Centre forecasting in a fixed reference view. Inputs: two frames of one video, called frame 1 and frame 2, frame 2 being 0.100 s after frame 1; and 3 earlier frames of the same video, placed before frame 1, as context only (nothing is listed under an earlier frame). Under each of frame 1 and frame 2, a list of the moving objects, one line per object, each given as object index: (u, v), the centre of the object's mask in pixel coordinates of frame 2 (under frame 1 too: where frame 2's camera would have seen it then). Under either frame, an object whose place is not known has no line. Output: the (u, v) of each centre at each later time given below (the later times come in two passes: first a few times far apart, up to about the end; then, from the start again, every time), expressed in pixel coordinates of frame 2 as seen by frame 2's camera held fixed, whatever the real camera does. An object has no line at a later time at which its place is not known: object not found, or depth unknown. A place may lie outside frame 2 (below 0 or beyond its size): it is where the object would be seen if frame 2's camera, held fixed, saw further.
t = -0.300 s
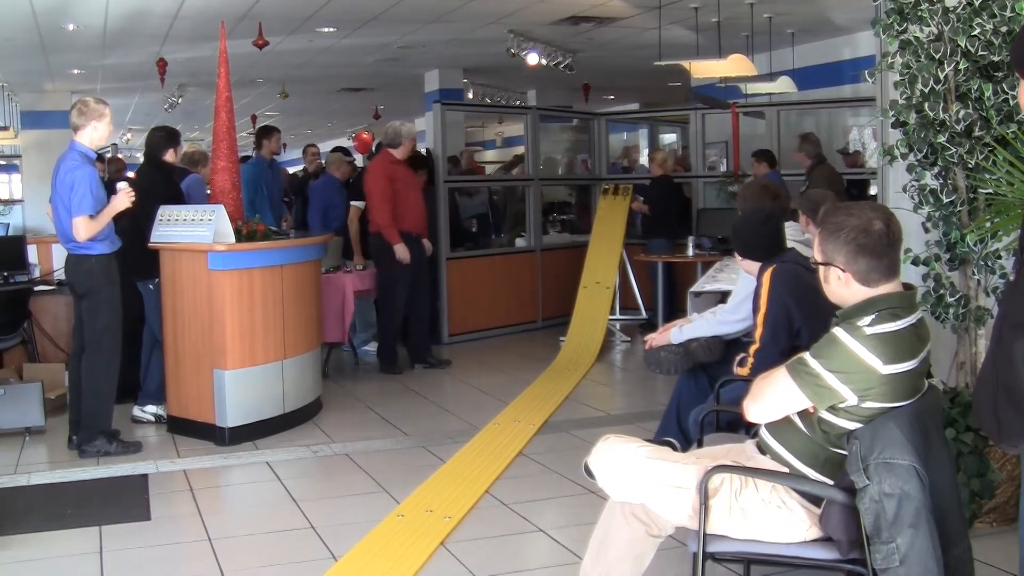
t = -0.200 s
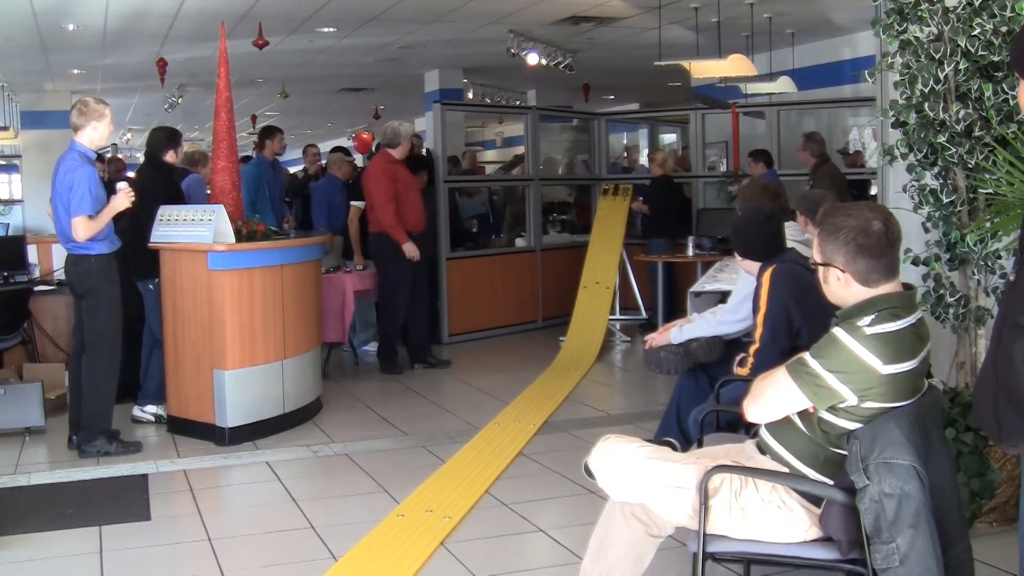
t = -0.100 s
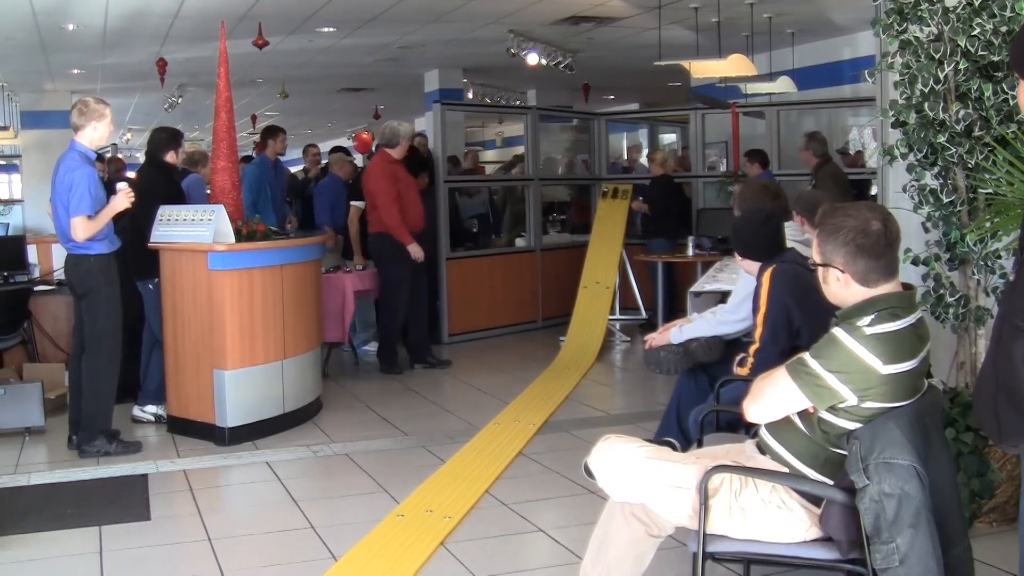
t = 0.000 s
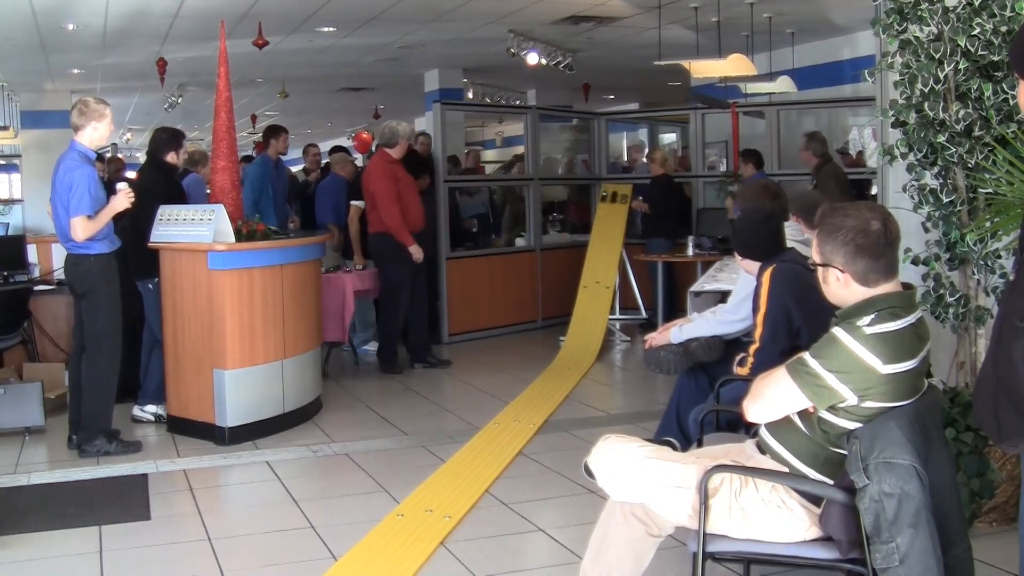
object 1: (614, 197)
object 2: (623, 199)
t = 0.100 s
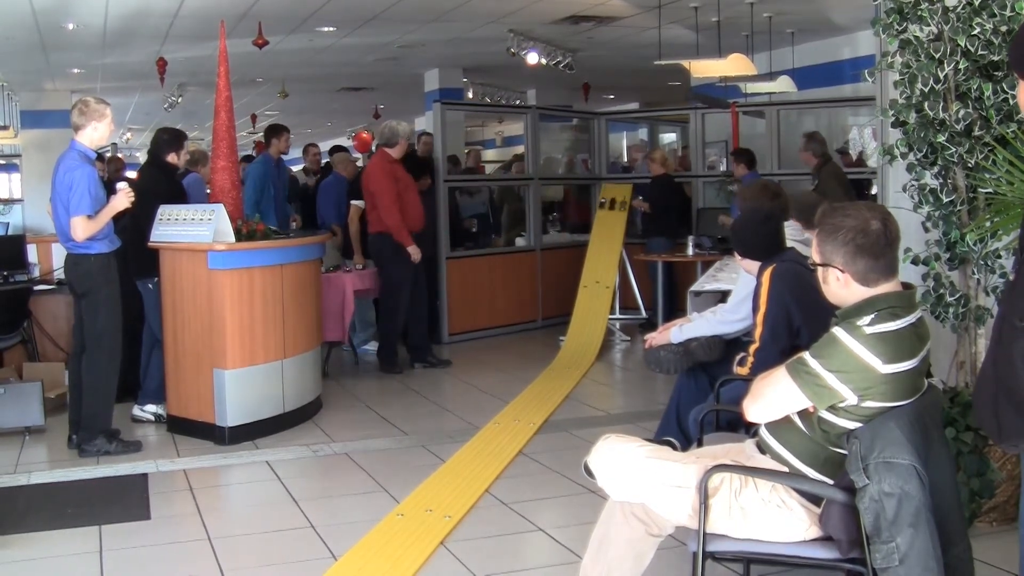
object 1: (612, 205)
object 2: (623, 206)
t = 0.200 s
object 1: (611, 214)
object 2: (621, 216)
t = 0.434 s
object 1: (604, 248)
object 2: (614, 250)
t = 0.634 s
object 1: (595, 290)
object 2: (606, 294)
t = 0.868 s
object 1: (581, 345)
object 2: (592, 349)
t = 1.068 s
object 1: (564, 369)
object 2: (576, 372)
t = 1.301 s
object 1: (542, 395)
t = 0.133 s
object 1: (611, 207)
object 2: (622, 209)
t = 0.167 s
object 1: (611, 210)
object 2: (622, 212)
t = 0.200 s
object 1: (611, 214)
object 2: (621, 216)
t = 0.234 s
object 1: (610, 218)
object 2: (620, 220)
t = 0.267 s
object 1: (609, 222)
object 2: (619, 224)
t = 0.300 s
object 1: (608, 226)
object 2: (619, 229)
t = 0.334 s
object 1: (607, 231)
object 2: (617, 233)
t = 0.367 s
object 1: (606, 236)
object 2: (616, 239)
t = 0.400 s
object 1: (605, 241)
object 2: (615, 244)
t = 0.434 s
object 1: (604, 248)
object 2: (614, 250)
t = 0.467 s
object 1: (602, 253)
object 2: (613, 257)
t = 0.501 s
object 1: (601, 261)
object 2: (612, 263)
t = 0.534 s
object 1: (600, 268)
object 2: (611, 271)
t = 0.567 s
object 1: (598, 275)
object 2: (609, 278)
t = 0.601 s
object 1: (596, 282)
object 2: (608, 286)
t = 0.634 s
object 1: (595, 290)
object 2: (606, 294)
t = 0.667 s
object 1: (593, 299)
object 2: (605, 303)
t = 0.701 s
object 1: (591, 308)
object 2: (603, 311)
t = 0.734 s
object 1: (589, 316)
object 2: (601, 320)
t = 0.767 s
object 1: (587, 324)
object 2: (599, 328)
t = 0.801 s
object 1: (586, 332)
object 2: (597, 336)
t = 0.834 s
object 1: (583, 339)
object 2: (595, 343)
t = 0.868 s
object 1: (581, 345)
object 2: (592, 349)
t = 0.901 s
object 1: (578, 351)
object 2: (590, 354)
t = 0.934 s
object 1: (575, 355)
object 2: (588, 358)
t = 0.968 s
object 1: (573, 359)
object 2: (585, 362)
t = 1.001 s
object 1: (570, 362)
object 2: (582, 365)
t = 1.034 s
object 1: (567, 366)
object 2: (579, 369)
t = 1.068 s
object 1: (564, 369)
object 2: (576, 372)
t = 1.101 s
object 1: (560, 372)
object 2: (574, 375)
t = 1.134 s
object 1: (557, 376)
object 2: (570, 379)
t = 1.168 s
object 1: (554, 380)
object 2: (568, 383)
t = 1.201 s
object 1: (551, 383)
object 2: (564, 387)
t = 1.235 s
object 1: (548, 387)
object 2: (562, 391)
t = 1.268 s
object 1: (545, 391)
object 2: (559, 395)
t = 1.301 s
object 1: (542, 395)
